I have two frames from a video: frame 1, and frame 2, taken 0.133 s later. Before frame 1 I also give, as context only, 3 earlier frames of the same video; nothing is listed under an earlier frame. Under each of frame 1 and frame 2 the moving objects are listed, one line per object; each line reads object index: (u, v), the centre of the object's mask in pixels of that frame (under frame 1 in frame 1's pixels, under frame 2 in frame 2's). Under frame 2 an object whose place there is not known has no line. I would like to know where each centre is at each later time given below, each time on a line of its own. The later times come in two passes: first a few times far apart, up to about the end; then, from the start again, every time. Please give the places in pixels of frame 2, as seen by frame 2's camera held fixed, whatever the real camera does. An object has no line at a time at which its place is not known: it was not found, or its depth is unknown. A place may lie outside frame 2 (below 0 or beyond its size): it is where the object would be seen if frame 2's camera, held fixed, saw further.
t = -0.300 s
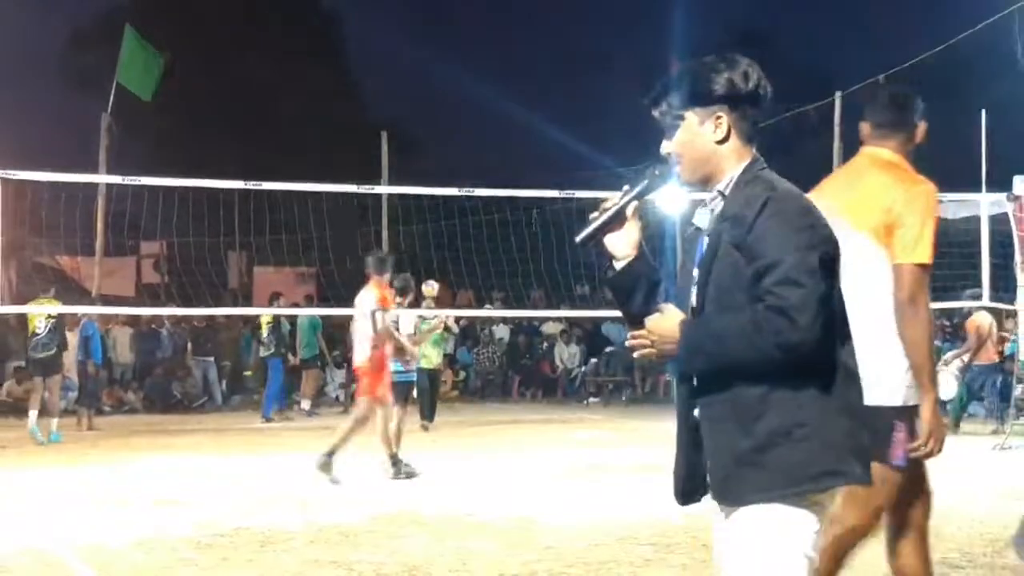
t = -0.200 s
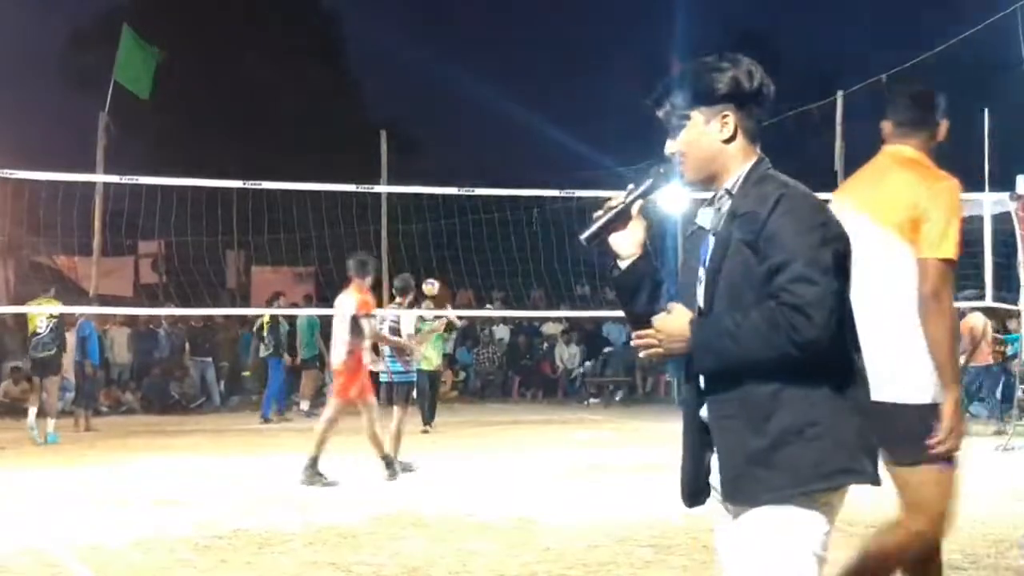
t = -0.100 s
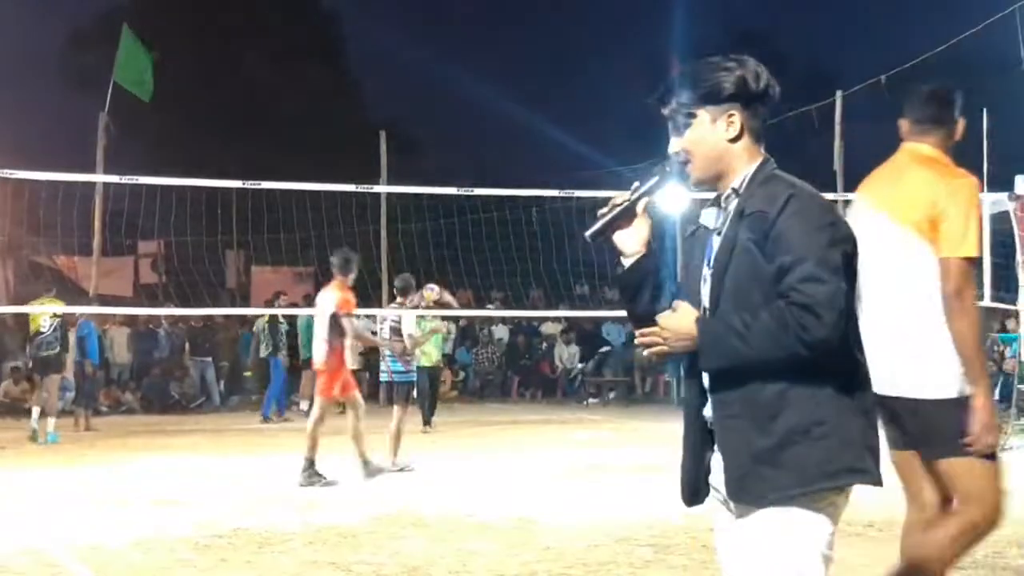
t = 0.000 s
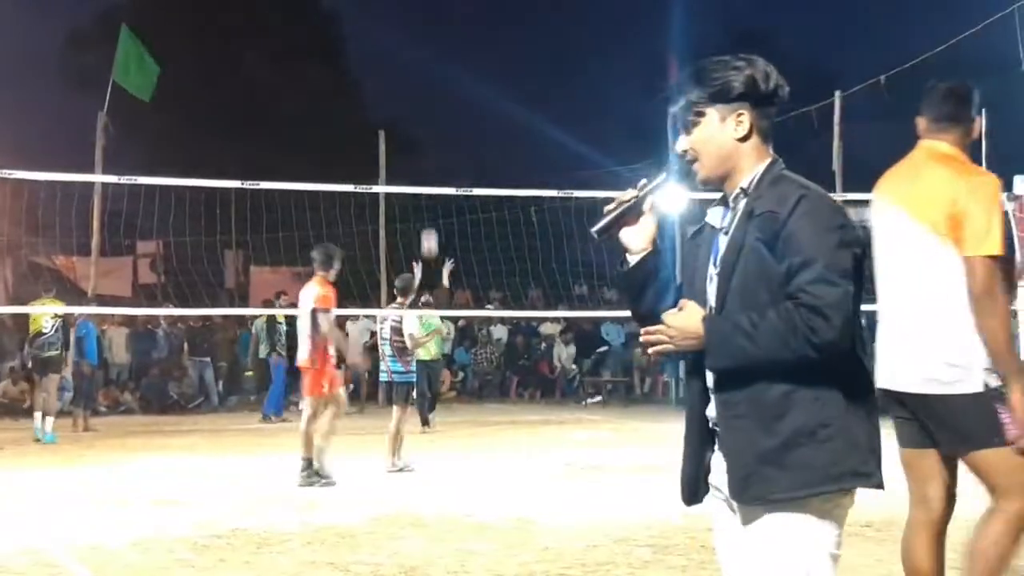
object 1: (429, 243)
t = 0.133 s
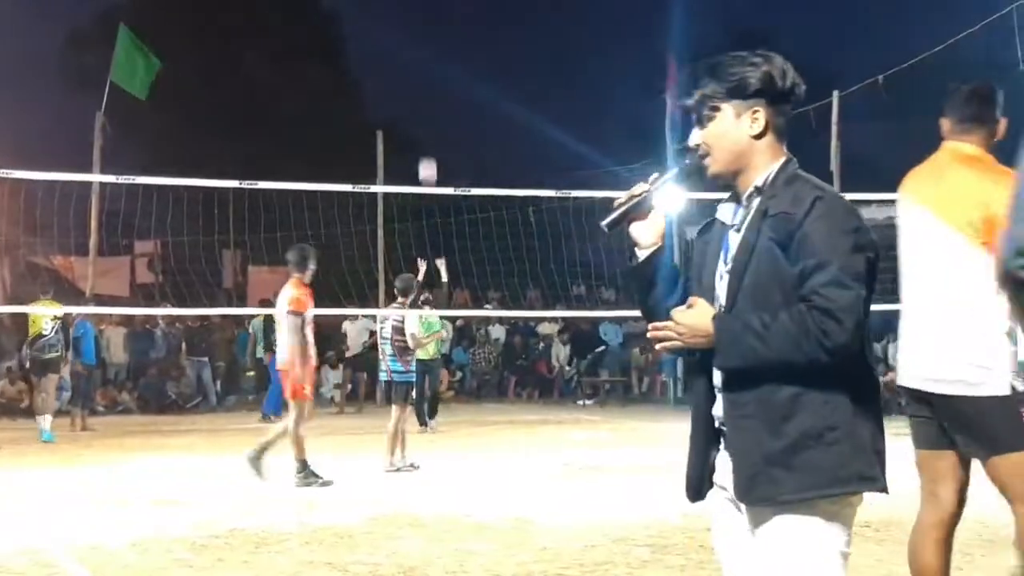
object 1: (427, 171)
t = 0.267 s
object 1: (427, 113)
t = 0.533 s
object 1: (429, 40)
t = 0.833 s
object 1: (433, 32)
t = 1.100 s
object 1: (439, 101)
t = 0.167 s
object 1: (427, 155)
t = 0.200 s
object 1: (427, 140)
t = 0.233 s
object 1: (427, 126)
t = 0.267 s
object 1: (427, 113)
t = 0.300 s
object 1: (427, 101)
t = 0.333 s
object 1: (427, 90)
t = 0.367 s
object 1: (428, 79)
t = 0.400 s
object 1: (428, 69)
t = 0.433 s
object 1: (428, 61)
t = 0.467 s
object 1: (429, 53)
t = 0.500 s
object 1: (429, 46)
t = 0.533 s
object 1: (429, 40)
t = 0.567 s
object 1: (429, 35)
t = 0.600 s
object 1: (429, 30)
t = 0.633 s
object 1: (430, 27)
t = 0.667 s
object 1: (430, 26)
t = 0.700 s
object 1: (431, 26)
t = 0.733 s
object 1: (432, 26)
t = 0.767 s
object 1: (432, 27)
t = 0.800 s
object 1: (433, 29)
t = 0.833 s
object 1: (433, 32)
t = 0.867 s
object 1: (433, 37)
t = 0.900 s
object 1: (433, 42)
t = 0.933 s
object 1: (434, 49)
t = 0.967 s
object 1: (435, 57)
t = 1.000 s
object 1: (435, 66)
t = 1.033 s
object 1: (436, 77)
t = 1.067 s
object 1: (438, 88)
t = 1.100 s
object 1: (439, 101)
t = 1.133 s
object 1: (440, 115)
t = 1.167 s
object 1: (441, 130)
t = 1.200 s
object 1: (442, 148)
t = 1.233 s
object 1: (443, 166)
